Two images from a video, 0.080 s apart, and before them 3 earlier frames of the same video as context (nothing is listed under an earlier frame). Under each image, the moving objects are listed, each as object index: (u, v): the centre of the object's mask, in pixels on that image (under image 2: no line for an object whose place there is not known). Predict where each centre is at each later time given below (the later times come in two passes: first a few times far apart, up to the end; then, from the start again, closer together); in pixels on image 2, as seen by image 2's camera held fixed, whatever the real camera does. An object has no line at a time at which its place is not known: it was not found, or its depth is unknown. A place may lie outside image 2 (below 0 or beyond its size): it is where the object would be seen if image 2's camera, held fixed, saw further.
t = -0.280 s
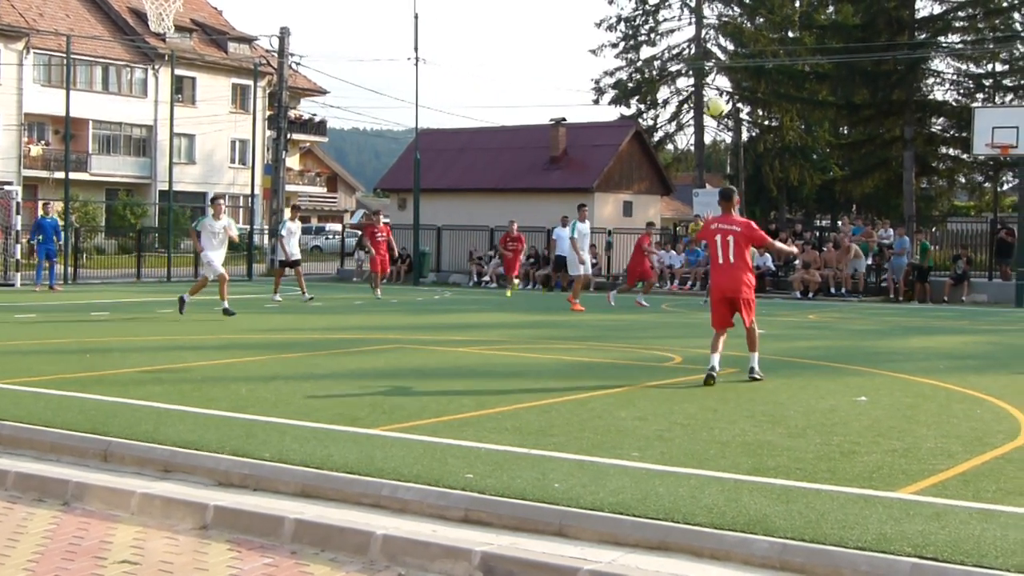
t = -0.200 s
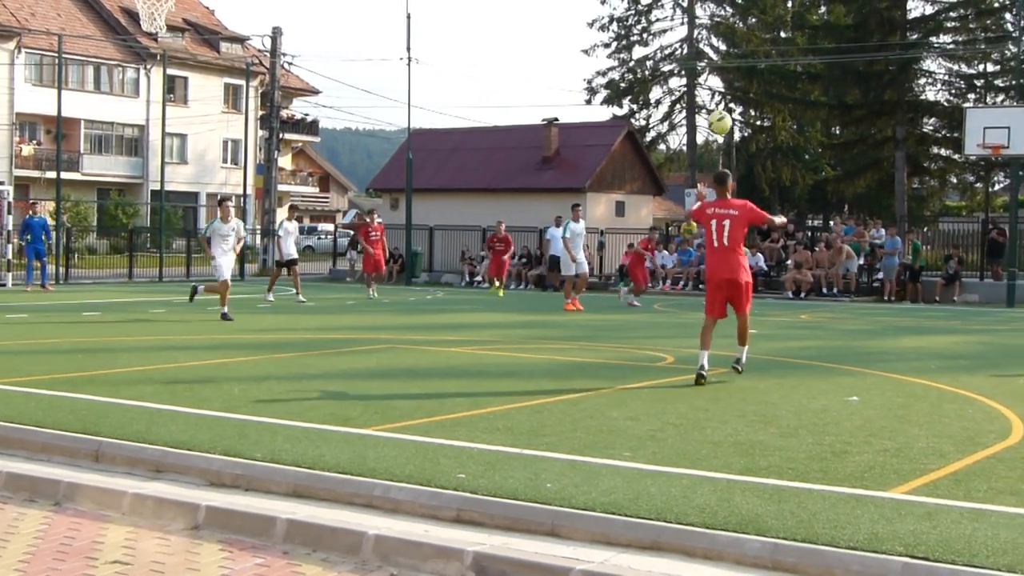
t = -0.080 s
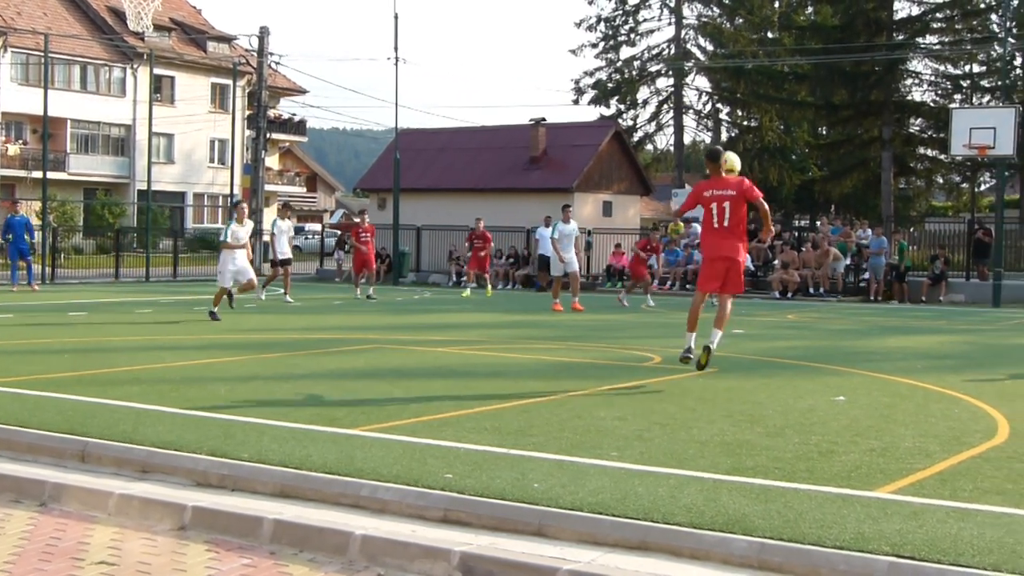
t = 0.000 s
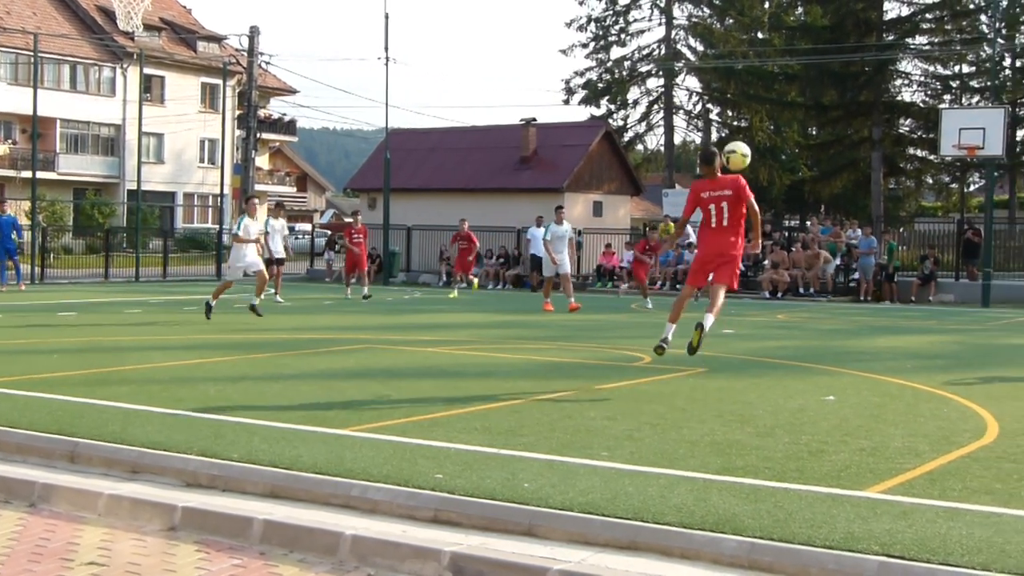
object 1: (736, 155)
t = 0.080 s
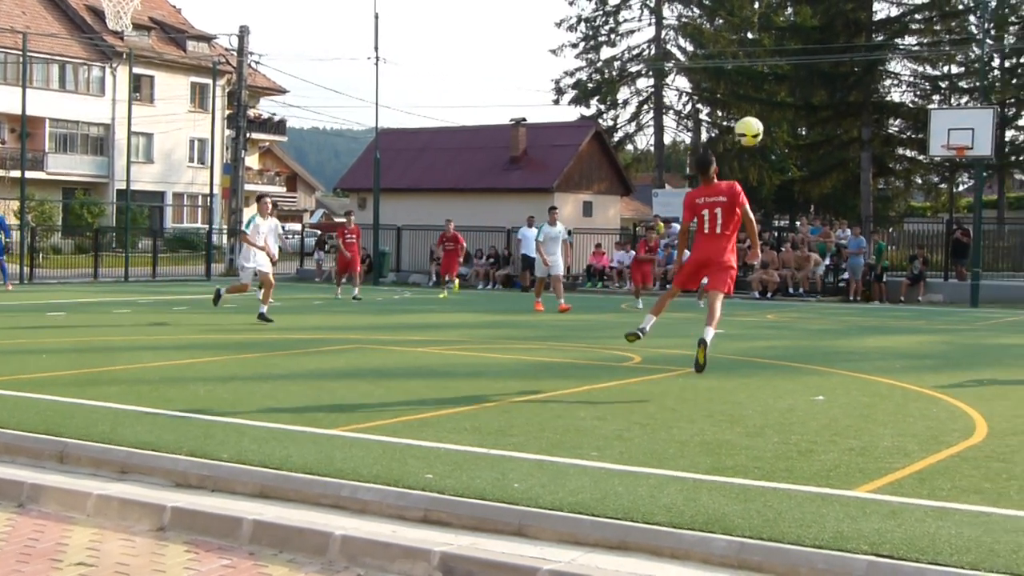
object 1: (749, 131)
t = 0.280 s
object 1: (804, 104)
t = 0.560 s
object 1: (883, 153)
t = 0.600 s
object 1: (894, 169)
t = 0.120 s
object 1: (759, 122)
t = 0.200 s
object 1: (781, 109)
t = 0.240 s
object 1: (793, 105)
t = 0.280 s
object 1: (804, 104)
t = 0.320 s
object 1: (815, 104)
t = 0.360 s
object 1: (826, 107)
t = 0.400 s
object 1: (838, 112)
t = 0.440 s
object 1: (849, 119)
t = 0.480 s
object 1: (860, 128)
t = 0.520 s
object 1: (872, 140)
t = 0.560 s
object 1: (883, 153)
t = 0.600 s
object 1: (894, 169)
